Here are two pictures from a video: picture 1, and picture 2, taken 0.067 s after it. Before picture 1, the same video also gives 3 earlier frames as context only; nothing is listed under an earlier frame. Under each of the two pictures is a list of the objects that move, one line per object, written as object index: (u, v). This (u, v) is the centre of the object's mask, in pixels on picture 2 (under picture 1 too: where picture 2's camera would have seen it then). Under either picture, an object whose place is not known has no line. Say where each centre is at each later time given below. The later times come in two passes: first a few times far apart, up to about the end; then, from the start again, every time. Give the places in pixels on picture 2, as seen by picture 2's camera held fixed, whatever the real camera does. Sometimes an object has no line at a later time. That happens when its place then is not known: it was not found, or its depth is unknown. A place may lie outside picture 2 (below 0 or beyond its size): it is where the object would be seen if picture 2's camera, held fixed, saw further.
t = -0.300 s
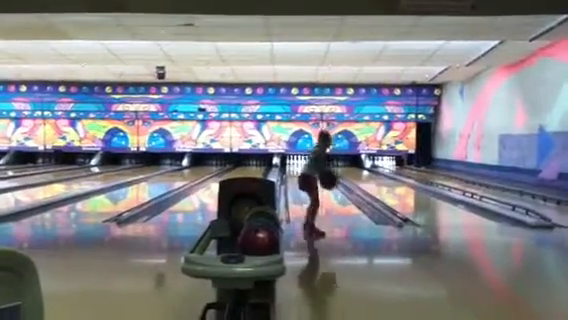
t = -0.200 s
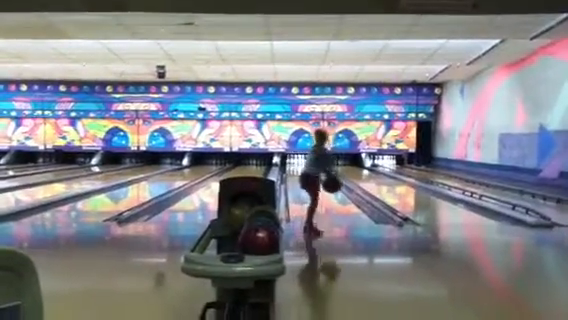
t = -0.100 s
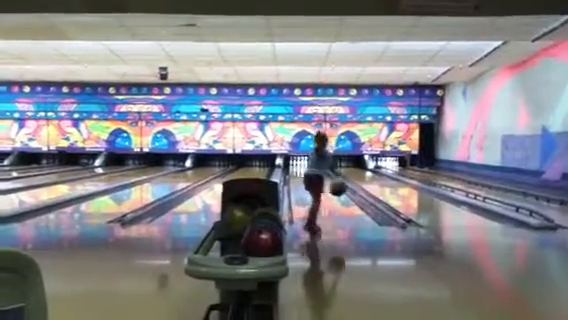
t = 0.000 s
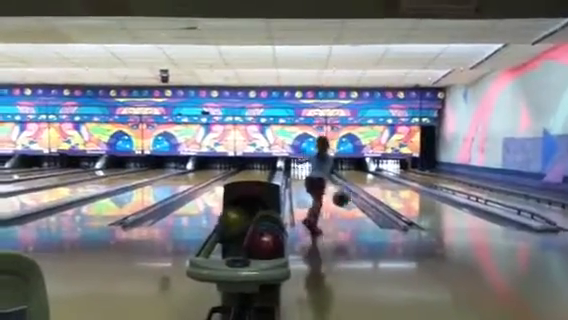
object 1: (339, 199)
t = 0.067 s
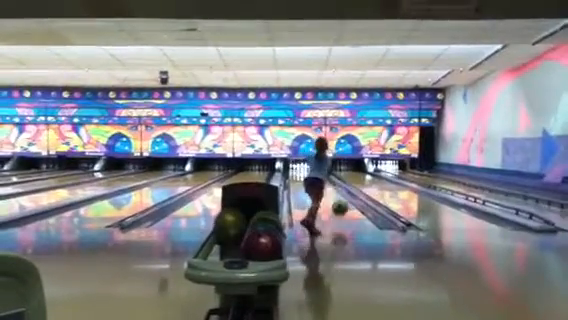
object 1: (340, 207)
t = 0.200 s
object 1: (341, 211)
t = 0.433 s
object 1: (343, 206)
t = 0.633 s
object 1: (344, 203)
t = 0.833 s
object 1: (344, 199)
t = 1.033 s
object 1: (346, 198)
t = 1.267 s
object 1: (347, 194)
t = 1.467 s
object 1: (349, 195)
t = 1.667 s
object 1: (346, 191)
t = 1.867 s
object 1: (342, 189)
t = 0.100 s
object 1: (340, 213)
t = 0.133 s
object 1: (341, 212)
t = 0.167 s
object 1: (341, 211)
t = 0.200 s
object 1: (341, 211)
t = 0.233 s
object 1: (342, 211)
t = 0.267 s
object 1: (342, 210)
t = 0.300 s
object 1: (342, 209)
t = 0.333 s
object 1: (342, 208)
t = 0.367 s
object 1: (342, 207)
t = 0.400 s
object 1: (342, 207)
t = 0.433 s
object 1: (343, 206)
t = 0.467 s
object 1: (343, 205)
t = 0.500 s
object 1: (344, 204)
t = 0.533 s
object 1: (343, 203)
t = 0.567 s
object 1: (344, 203)
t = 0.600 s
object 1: (344, 203)
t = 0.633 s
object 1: (344, 203)
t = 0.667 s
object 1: (344, 202)
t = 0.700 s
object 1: (344, 202)
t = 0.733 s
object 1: (344, 202)
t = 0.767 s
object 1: (344, 201)
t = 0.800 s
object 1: (345, 201)
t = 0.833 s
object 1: (344, 199)
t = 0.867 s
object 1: (345, 198)
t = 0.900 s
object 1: (346, 198)
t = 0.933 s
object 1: (346, 198)
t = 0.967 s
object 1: (346, 198)
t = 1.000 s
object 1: (346, 197)
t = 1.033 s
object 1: (346, 198)
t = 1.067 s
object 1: (347, 195)
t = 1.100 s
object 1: (346, 195)
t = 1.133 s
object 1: (347, 195)
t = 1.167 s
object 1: (346, 195)
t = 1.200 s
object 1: (347, 194)
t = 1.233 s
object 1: (347, 194)
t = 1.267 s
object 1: (347, 194)
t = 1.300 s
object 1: (347, 194)
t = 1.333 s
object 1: (348, 195)
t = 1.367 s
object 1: (349, 195)
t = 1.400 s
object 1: (349, 195)
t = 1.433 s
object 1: (349, 195)
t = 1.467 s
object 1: (349, 195)
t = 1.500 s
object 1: (349, 195)
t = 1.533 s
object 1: (349, 195)
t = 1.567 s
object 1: (349, 194)
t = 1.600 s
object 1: (348, 194)
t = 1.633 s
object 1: (346, 192)
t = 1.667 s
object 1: (346, 191)
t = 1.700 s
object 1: (345, 191)
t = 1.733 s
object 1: (344, 191)
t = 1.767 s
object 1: (344, 191)
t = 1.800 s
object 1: (344, 191)
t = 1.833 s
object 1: (344, 190)
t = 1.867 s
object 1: (342, 189)
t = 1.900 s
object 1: (343, 190)
